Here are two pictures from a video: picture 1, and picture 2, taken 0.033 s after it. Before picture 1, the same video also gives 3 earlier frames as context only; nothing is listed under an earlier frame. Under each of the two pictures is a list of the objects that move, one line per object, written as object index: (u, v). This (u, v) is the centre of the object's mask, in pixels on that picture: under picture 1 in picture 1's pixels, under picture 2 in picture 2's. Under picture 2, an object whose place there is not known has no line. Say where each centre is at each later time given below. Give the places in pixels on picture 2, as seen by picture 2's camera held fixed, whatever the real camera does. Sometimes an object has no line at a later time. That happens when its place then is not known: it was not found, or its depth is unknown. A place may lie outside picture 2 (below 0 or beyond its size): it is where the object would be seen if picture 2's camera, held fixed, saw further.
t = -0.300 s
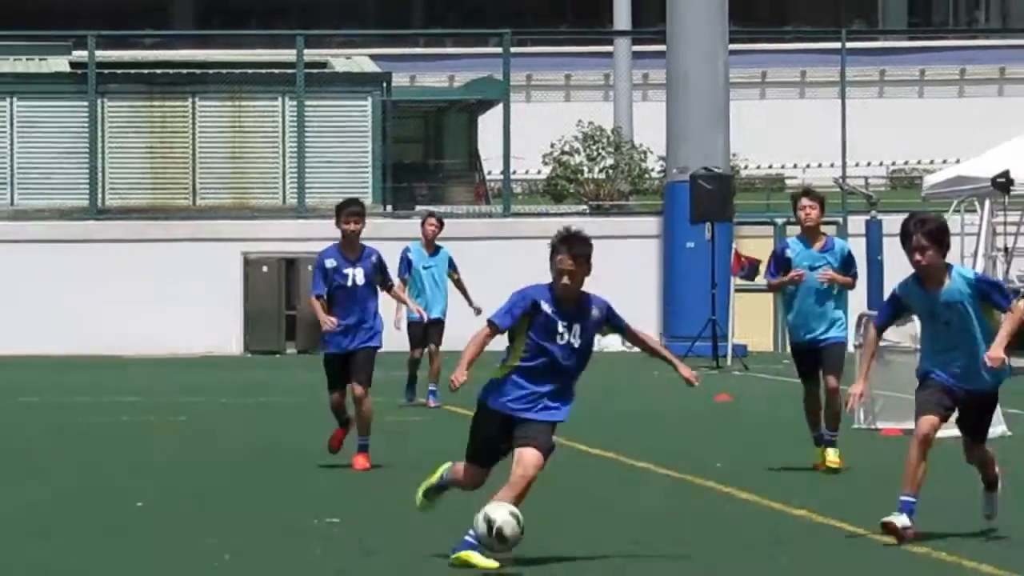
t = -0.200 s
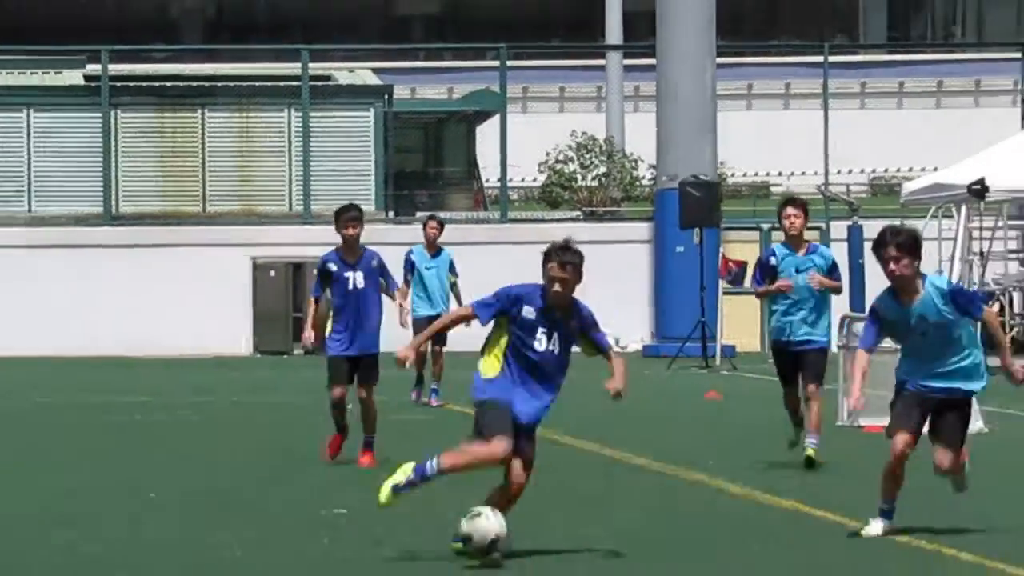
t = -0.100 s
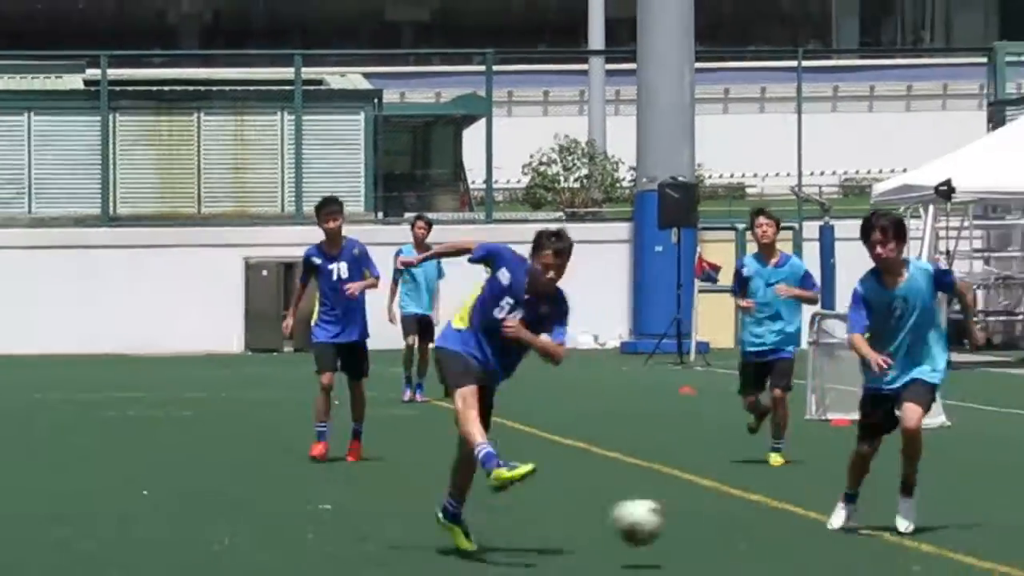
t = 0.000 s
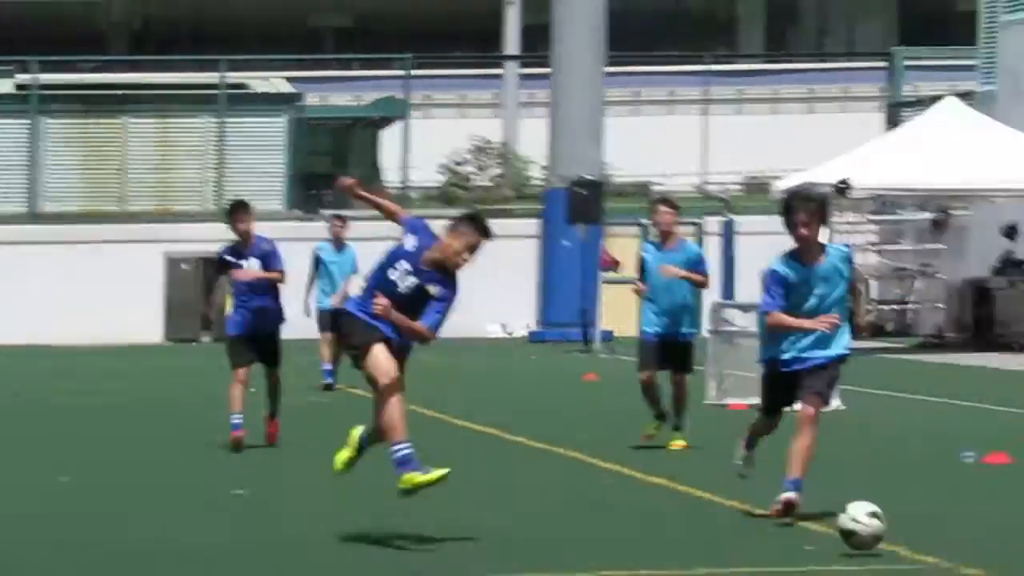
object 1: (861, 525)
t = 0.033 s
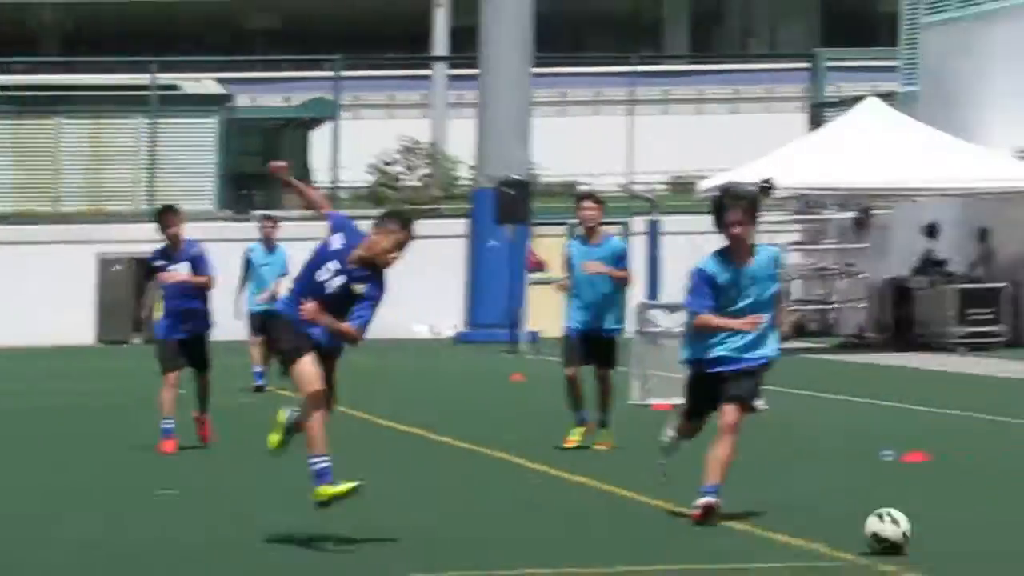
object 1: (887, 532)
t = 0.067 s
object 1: (986, 528)
